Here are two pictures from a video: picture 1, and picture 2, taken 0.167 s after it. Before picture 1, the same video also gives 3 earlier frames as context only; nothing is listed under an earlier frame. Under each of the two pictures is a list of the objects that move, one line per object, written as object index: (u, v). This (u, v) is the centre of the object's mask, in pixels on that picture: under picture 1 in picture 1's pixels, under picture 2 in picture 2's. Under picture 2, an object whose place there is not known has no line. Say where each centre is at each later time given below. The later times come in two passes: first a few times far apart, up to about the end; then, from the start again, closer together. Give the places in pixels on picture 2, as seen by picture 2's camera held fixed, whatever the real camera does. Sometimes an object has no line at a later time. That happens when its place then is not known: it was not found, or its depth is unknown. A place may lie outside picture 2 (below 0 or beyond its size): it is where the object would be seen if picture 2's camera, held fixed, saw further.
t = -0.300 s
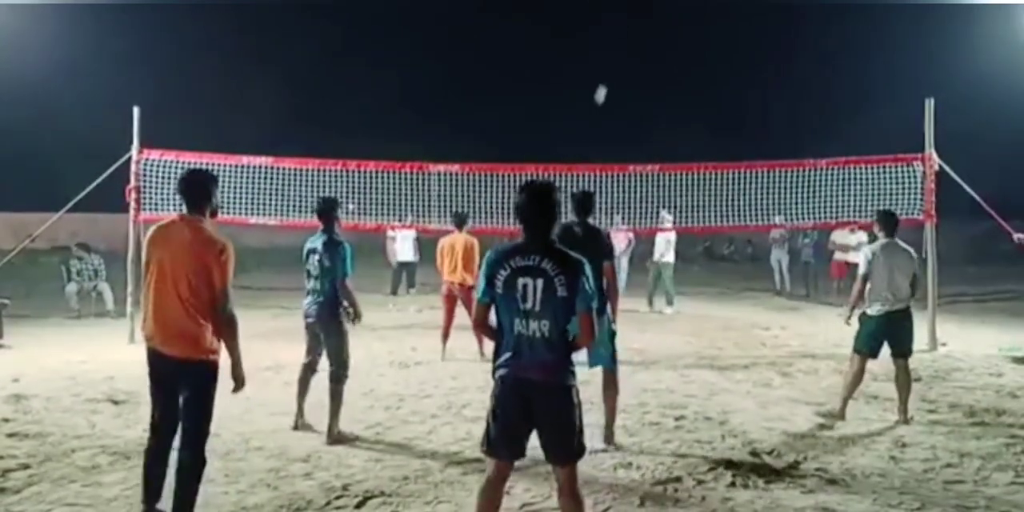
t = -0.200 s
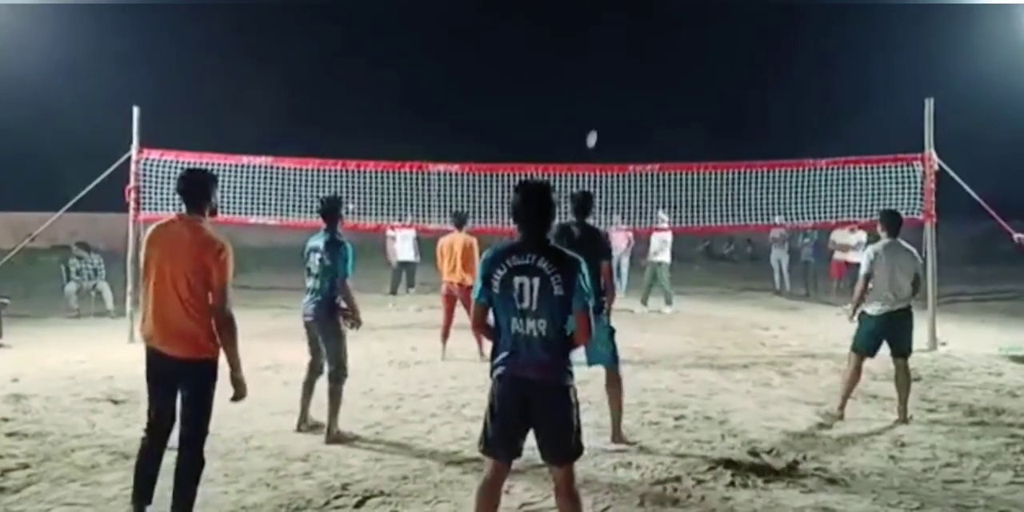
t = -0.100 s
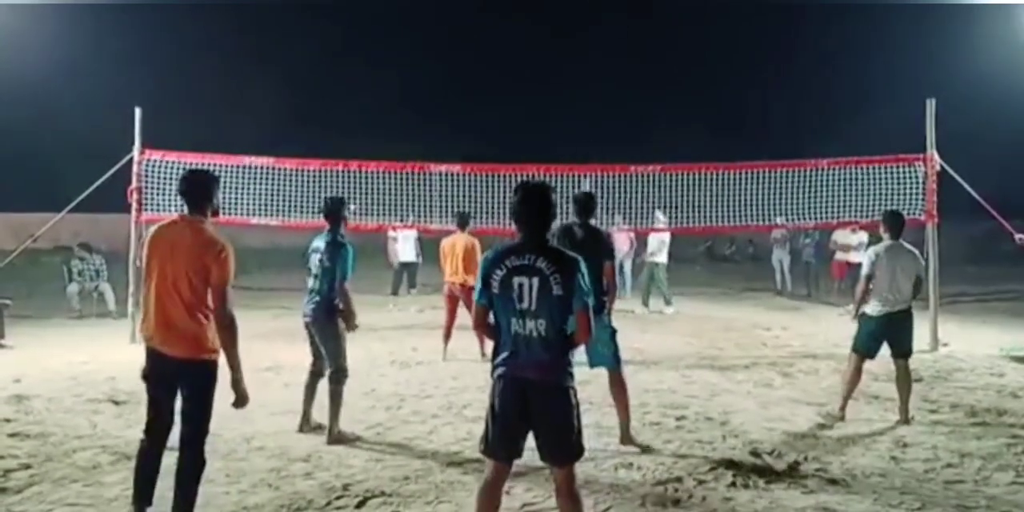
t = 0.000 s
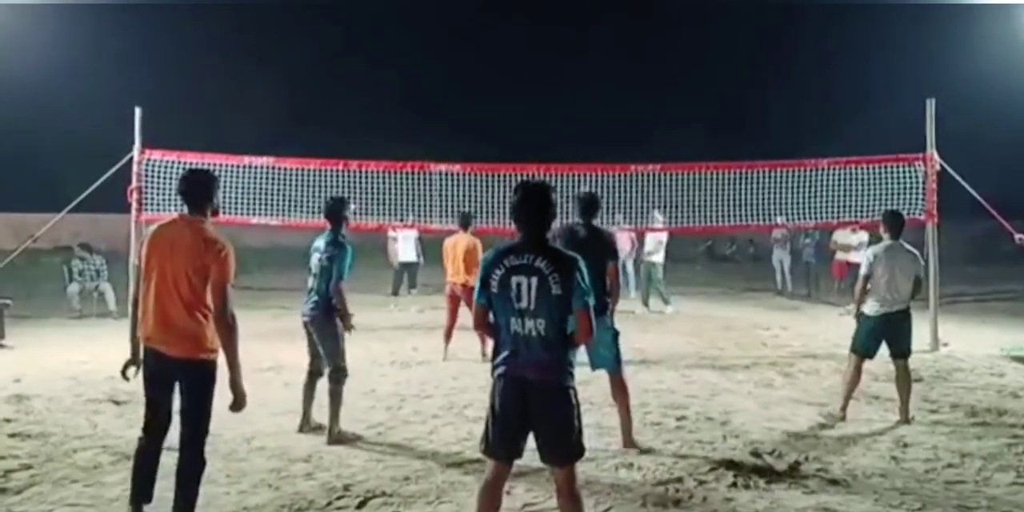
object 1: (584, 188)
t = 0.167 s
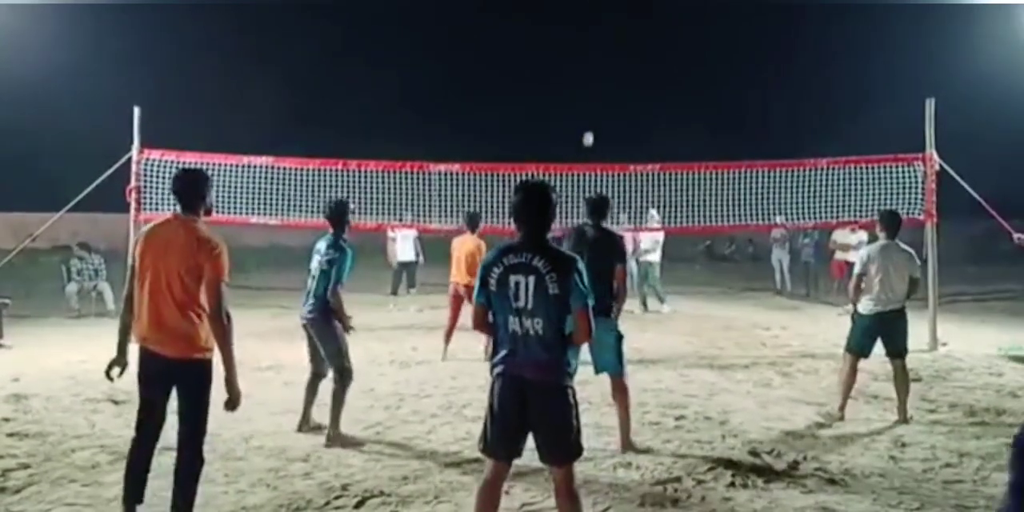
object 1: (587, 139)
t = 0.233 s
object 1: (589, 121)
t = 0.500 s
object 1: (595, 67)
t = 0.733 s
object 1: (597, 55)
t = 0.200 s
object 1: (588, 129)
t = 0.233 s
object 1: (589, 121)
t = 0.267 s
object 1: (590, 112)
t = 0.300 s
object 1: (590, 104)
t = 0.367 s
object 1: (592, 90)
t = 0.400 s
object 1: (593, 83)
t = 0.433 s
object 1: (593, 77)
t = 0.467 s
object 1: (594, 71)
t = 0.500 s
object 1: (595, 67)
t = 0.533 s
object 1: (595, 63)
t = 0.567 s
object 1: (595, 59)
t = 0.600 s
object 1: (596, 57)
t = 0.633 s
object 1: (596, 55)
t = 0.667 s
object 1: (597, 54)
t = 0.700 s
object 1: (596, 54)
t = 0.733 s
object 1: (597, 55)
